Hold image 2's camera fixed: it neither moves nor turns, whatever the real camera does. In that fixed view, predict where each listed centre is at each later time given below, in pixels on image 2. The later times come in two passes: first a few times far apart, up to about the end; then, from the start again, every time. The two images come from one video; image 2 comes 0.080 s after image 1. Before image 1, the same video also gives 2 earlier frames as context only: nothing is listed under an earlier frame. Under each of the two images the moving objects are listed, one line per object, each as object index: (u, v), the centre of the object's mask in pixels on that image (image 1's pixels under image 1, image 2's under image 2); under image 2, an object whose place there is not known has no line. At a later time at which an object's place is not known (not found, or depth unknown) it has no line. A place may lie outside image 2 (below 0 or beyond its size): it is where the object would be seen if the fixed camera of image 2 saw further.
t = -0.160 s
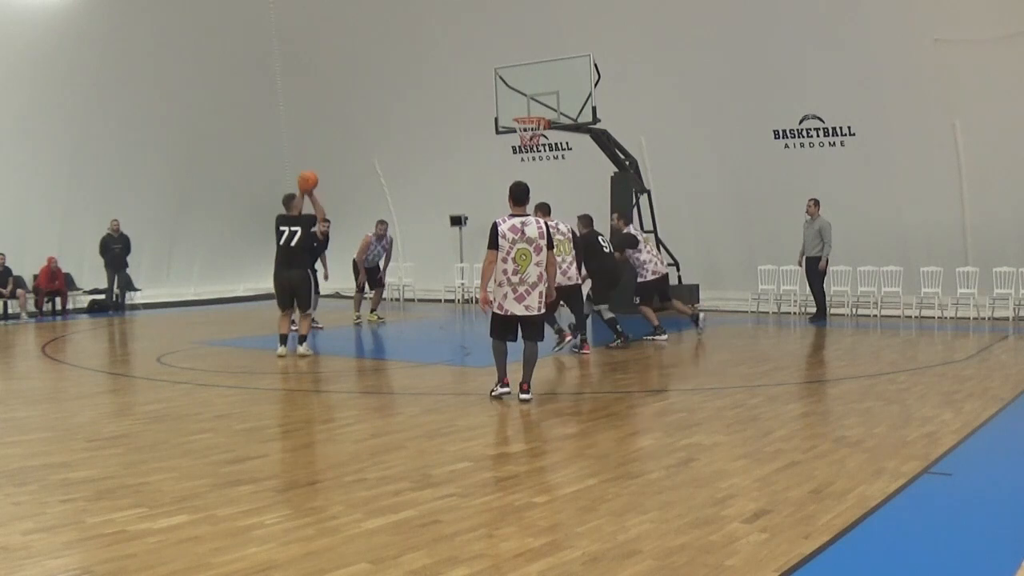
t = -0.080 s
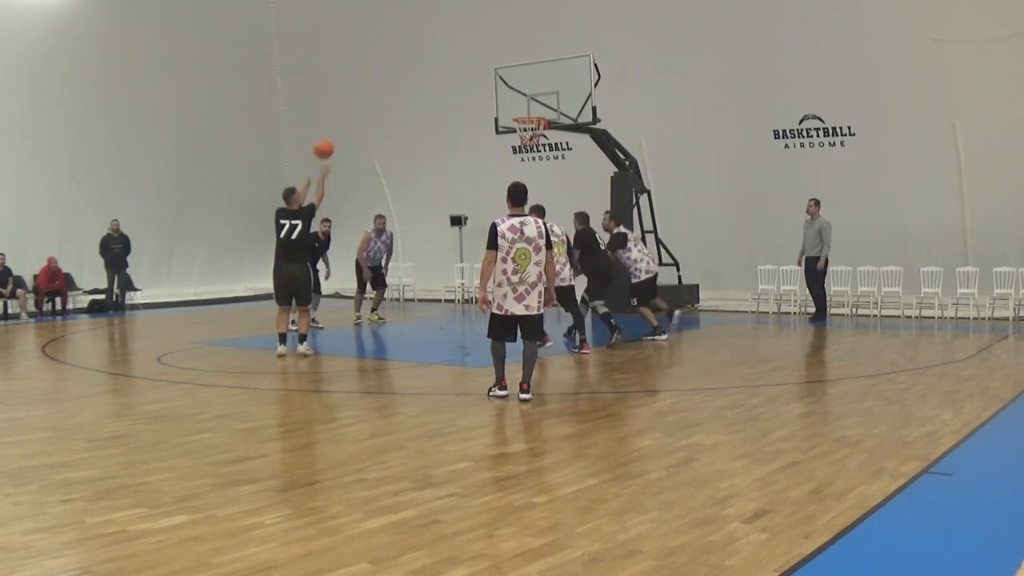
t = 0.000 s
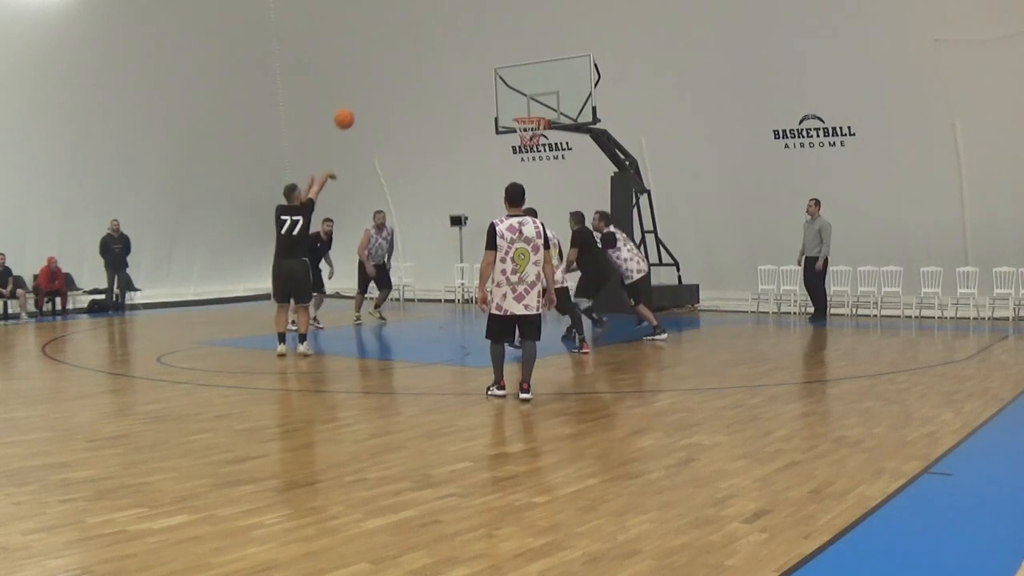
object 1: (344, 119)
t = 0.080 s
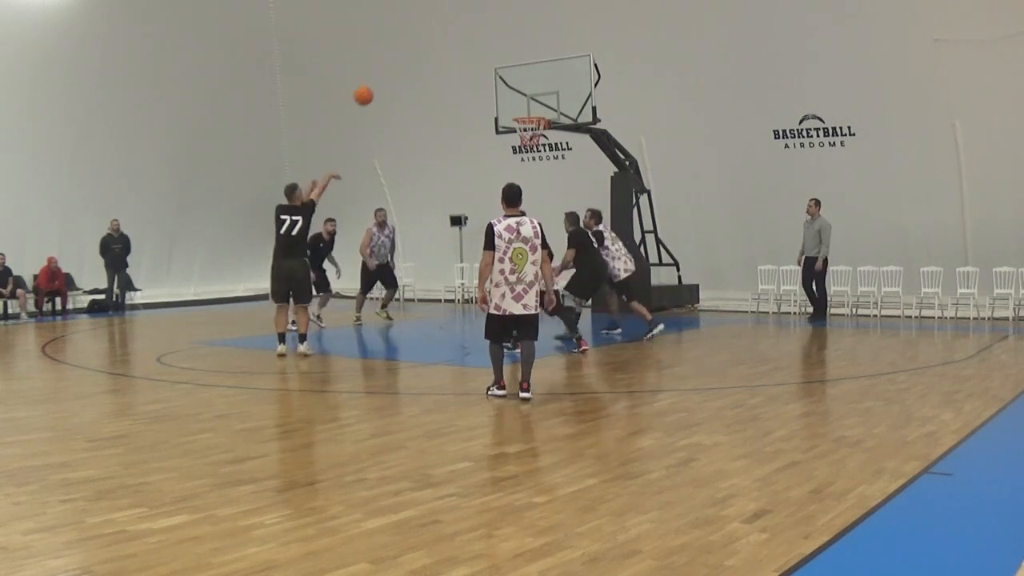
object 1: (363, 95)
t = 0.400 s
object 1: (434, 56)
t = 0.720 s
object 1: (494, 90)
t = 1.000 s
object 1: (508, 94)
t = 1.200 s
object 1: (506, 98)
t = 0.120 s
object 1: (373, 86)
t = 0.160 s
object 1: (382, 77)
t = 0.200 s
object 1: (391, 70)
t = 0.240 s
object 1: (400, 65)
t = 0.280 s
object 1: (409, 62)
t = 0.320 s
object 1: (417, 58)
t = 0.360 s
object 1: (426, 57)
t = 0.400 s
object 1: (434, 56)
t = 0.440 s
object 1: (442, 56)
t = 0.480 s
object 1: (449, 58)
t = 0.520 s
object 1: (457, 61)
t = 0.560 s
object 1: (465, 65)
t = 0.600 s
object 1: (472, 70)
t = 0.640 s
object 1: (480, 75)
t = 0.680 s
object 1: (487, 82)
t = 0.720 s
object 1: (494, 90)
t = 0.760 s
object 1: (501, 98)
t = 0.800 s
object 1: (508, 107)
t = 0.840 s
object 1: (510, 109)
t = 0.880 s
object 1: (510, 104)
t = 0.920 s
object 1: (509, 99)
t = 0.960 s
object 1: (509, 97)
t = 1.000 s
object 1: (508, 94)
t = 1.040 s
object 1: (508, 93)
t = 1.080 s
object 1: (507, 93)
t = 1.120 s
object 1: (507, 94)
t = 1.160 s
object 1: (507, 96)
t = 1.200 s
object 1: (506, 98)
